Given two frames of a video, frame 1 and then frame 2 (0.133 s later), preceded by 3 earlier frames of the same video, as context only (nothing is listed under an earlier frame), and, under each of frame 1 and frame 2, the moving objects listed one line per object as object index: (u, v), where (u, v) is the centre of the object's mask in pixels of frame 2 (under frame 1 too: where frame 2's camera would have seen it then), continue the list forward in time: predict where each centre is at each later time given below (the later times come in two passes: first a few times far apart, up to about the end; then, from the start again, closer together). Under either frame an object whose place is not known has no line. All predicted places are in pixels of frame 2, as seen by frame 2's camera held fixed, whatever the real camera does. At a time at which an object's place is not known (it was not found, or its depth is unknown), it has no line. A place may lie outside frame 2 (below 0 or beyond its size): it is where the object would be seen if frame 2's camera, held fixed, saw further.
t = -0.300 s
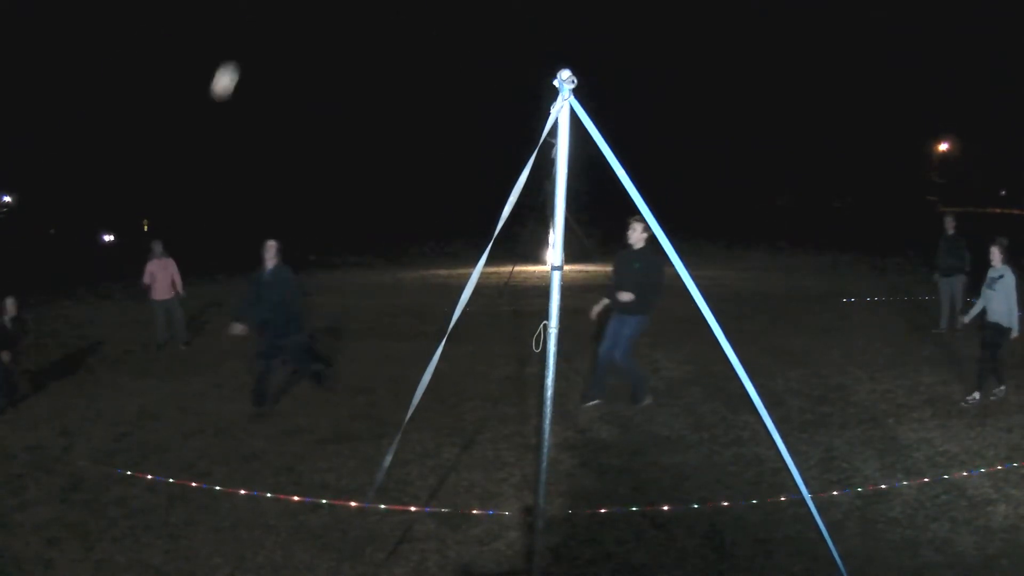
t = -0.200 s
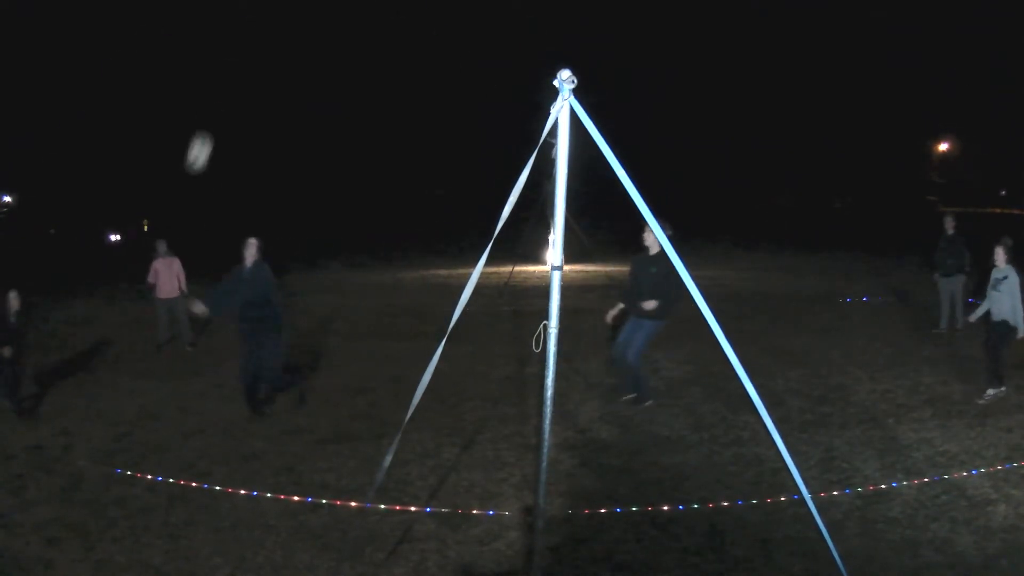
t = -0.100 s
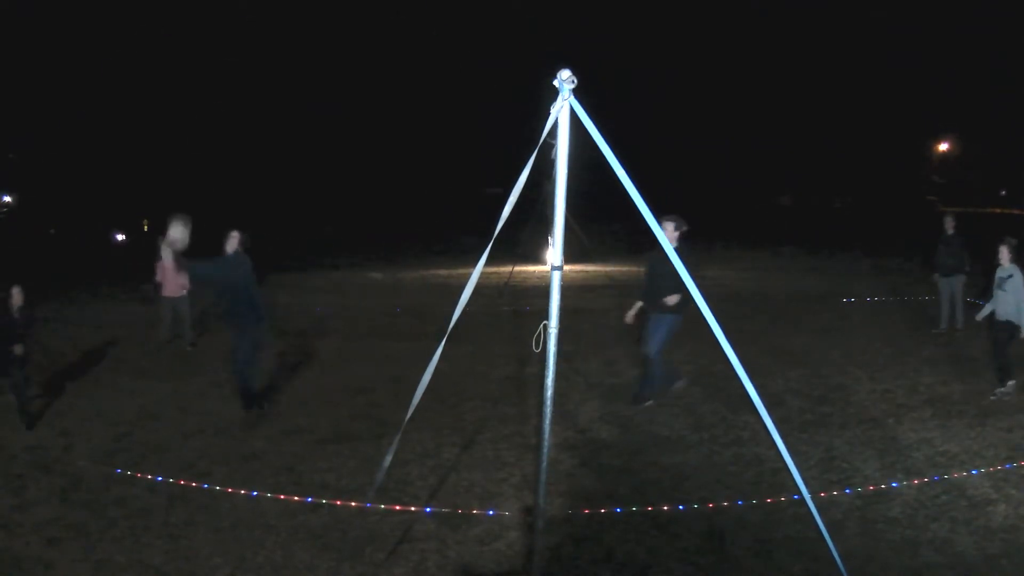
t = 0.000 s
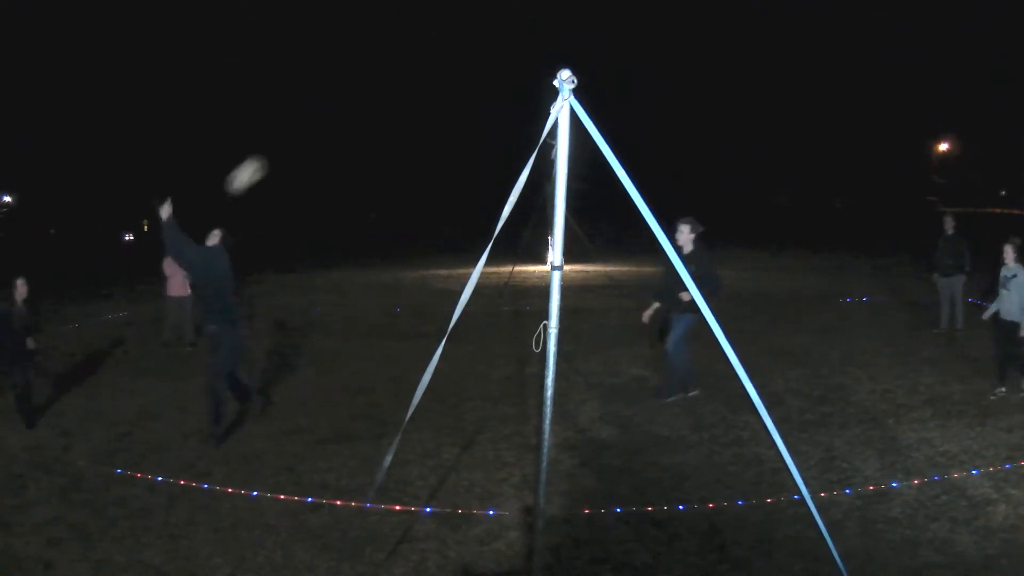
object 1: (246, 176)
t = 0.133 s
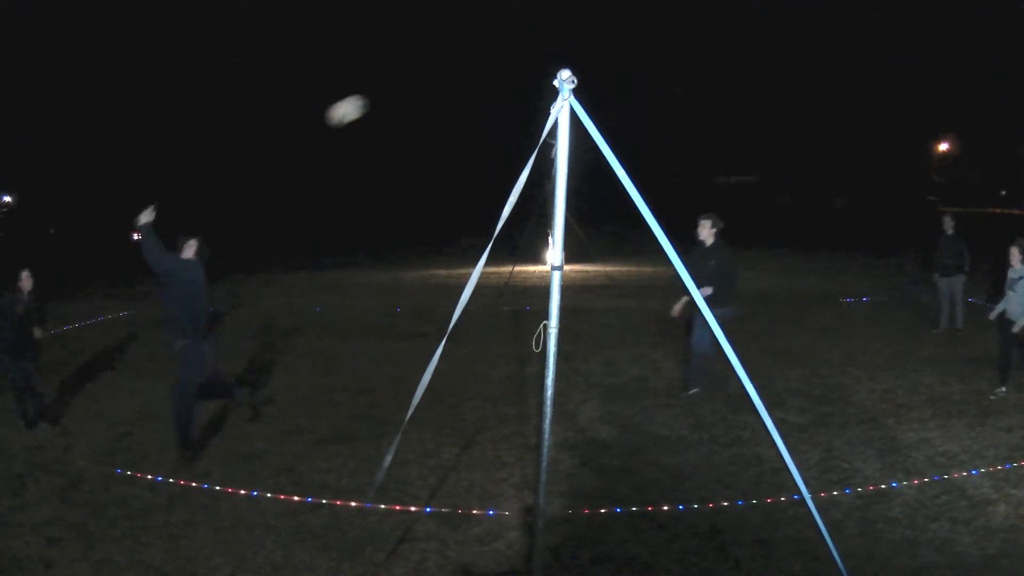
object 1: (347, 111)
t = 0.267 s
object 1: (439, 78)
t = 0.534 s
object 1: (595, 87)
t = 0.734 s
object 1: (684, 137)
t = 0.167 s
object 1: (371, 101)
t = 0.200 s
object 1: (394, 91)
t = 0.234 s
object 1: (417, 84)
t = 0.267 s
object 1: (439, 78)
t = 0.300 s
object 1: (461, 75)
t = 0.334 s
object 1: (481, 72)
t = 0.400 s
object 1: (521, 72)
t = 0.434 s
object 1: (539, 74)
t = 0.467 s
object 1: (551, 74)
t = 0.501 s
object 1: (582, 82)
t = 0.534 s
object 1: (595, 87)
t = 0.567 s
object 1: (609, 93)
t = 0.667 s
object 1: (655, 117)
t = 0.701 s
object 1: (670, 127)
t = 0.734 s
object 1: (684, 137)
